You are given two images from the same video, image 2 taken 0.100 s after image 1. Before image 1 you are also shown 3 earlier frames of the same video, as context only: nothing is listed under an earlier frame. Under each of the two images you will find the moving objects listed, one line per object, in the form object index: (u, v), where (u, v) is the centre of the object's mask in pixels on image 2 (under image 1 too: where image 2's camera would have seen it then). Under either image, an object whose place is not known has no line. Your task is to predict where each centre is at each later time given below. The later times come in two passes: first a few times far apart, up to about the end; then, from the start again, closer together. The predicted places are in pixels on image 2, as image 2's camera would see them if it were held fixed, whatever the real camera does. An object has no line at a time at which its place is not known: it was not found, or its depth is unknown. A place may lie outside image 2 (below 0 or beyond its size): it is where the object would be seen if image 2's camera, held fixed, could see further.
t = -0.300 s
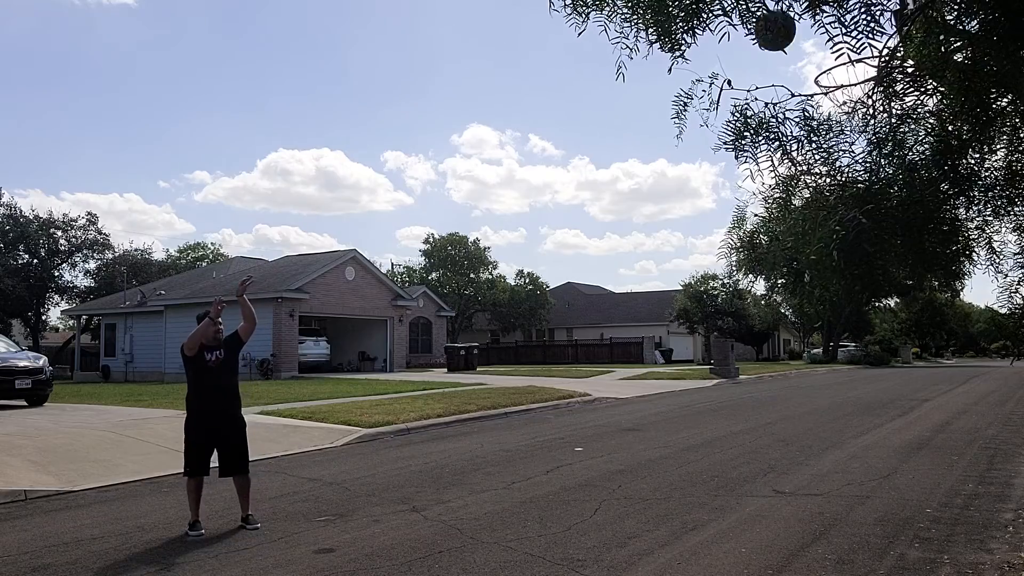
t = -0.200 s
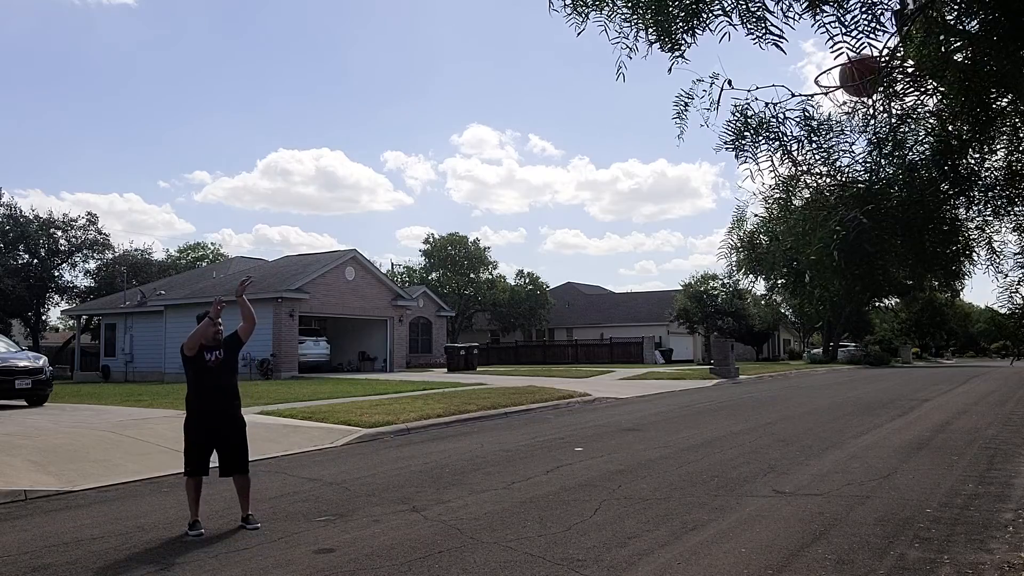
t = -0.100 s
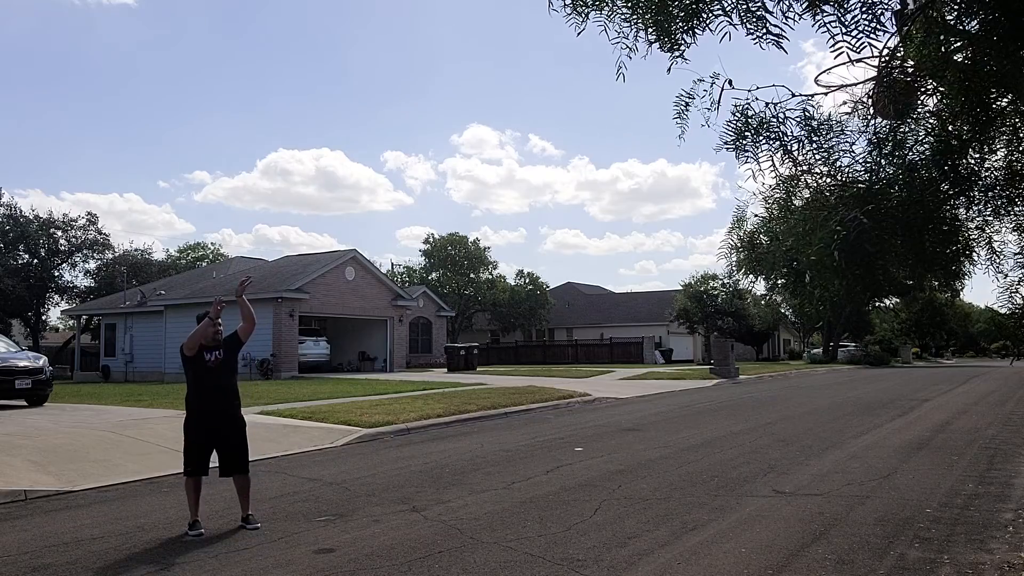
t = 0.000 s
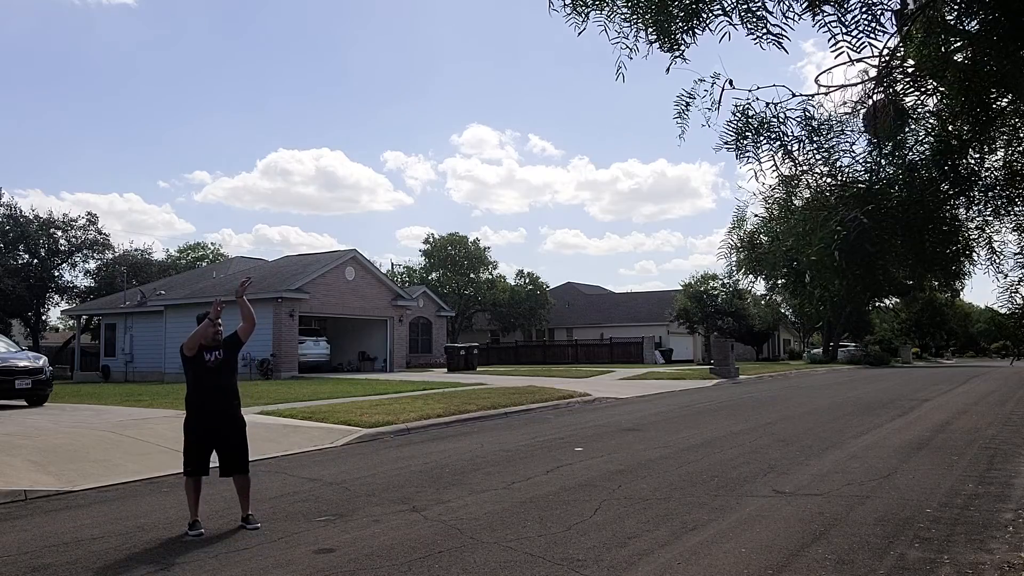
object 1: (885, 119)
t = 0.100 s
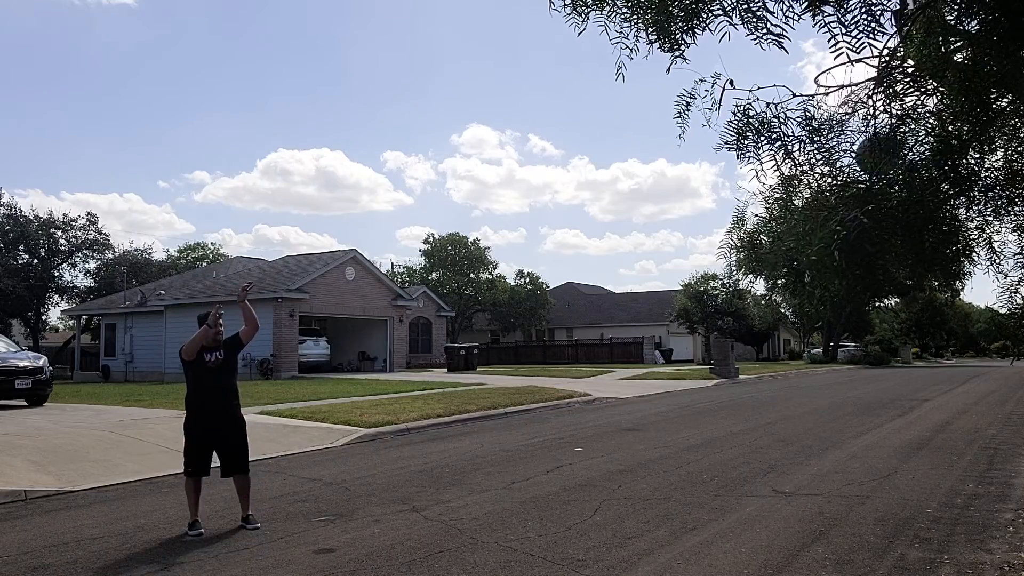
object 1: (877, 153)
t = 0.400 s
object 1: (862, 361)
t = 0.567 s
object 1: (861, 541)
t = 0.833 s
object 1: (784, 394)
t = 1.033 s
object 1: (728, 304)
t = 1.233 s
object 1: (680, 274)
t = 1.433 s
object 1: (637, 299)
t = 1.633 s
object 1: (599, 373)
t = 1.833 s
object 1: (566, 493)
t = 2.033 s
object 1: (539, 430)
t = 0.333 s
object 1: (864, 310)
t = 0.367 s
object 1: (863, 331)
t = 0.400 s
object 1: (862, 361)
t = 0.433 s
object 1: (861, 393)
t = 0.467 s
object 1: (860, 427)
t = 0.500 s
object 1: (860, 463)
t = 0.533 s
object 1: (860, 501)
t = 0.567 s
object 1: (861, 541)
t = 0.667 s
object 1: (838, 525)
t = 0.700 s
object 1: (827, 494)
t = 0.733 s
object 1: (815, 466)
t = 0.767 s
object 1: (805, 440)
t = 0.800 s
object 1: (794, 416)
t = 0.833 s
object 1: (784, 394)
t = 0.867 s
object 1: (774, 374)
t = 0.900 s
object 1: (764, 356)
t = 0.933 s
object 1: (755, 341)
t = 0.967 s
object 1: (746, 327)
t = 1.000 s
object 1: (737, 315)
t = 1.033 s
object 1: (728, 304)
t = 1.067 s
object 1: (720, 295)
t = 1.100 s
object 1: (712, 288)
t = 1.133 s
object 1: (703, 282)
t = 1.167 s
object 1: (695, 277)
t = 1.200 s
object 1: (688, 275)
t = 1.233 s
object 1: (680, 274)
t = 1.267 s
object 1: (672, 275)
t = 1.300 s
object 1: (665, 277)
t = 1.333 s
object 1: (658, 280)
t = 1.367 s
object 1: (651, 285)
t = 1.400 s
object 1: (644, 292)
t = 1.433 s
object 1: (637, 299)
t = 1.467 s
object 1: (630, 308)
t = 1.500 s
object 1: (624, 318)
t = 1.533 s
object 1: (617, 330)
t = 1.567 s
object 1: (611, 344)
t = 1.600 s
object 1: (605, 357)
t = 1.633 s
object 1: (599, 373)
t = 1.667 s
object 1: (594, 390)
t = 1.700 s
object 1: (588, 408)
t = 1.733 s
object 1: (582, 427)
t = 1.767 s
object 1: (577, 448)
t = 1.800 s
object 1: (571, 470)
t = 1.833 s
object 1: (566, 493)
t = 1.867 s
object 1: (561, 518)
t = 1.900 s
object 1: (556, 503)
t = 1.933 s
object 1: (552, 482)
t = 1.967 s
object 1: (547, 463)
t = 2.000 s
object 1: (543, 446)
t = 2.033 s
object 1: (539, 430)
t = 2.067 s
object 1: (535, 416)
